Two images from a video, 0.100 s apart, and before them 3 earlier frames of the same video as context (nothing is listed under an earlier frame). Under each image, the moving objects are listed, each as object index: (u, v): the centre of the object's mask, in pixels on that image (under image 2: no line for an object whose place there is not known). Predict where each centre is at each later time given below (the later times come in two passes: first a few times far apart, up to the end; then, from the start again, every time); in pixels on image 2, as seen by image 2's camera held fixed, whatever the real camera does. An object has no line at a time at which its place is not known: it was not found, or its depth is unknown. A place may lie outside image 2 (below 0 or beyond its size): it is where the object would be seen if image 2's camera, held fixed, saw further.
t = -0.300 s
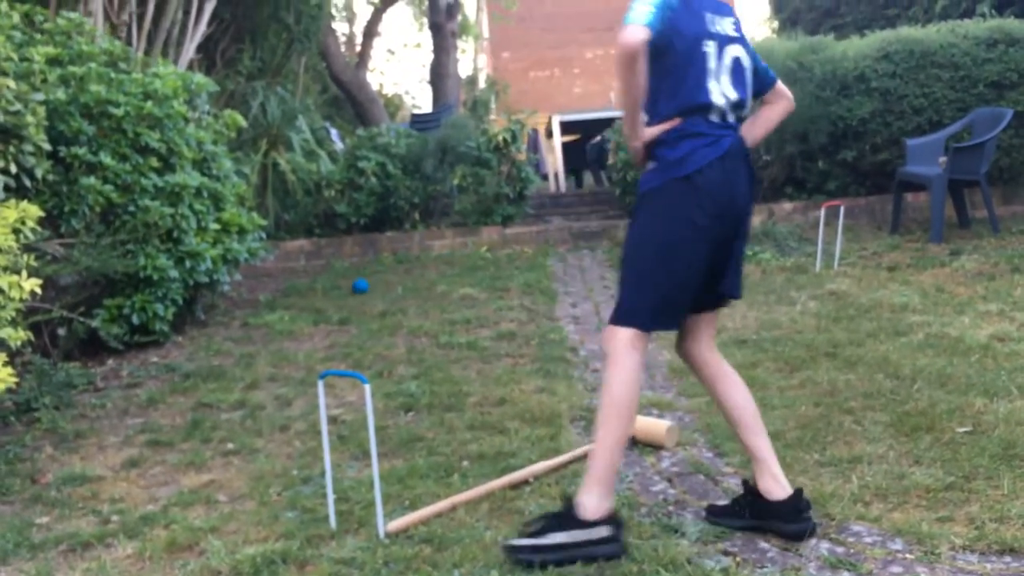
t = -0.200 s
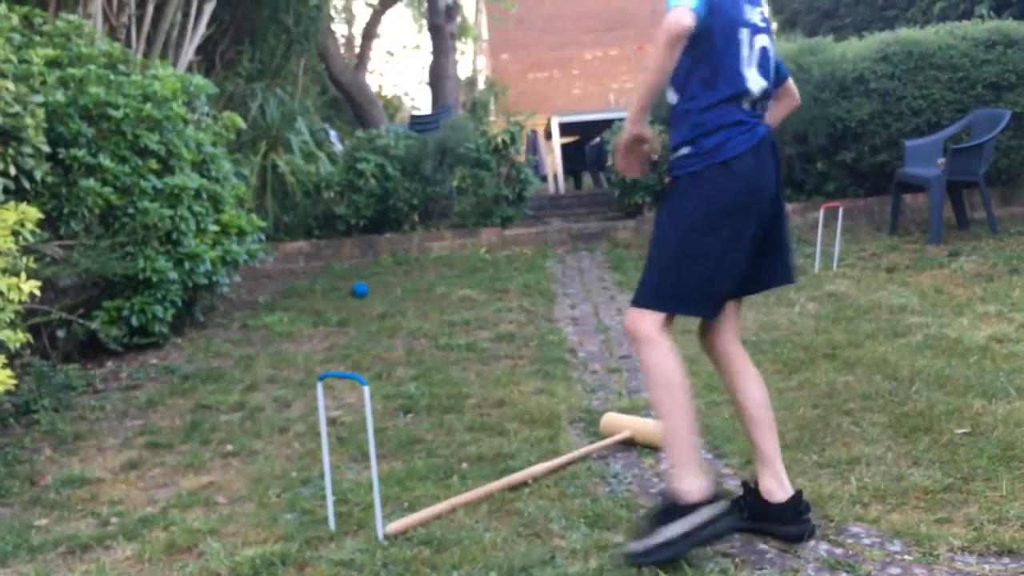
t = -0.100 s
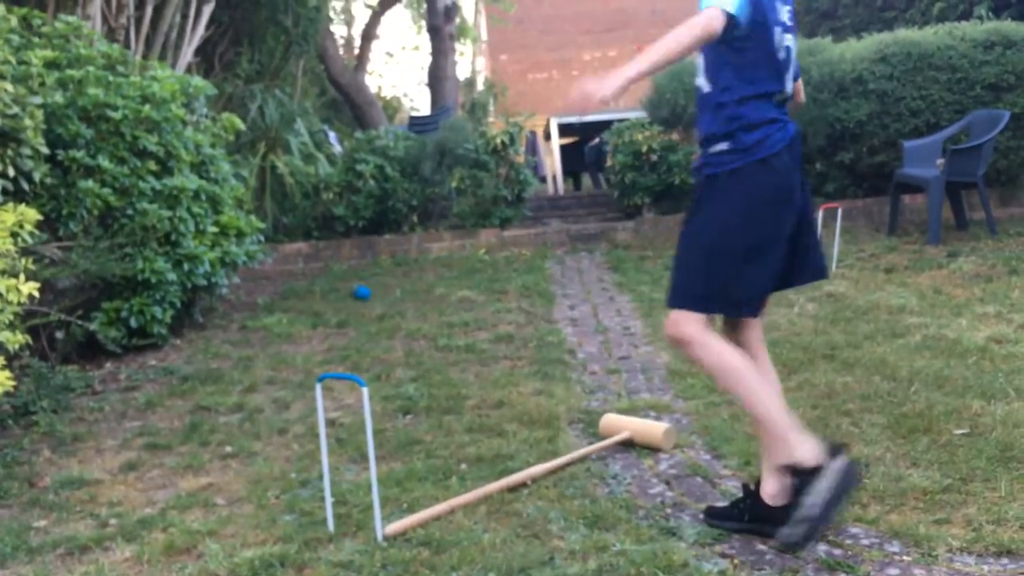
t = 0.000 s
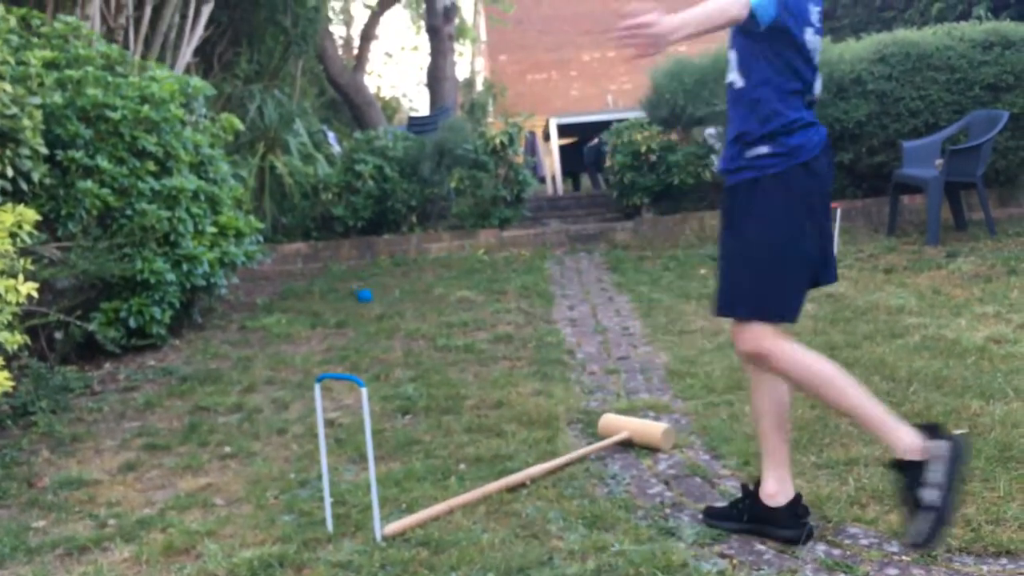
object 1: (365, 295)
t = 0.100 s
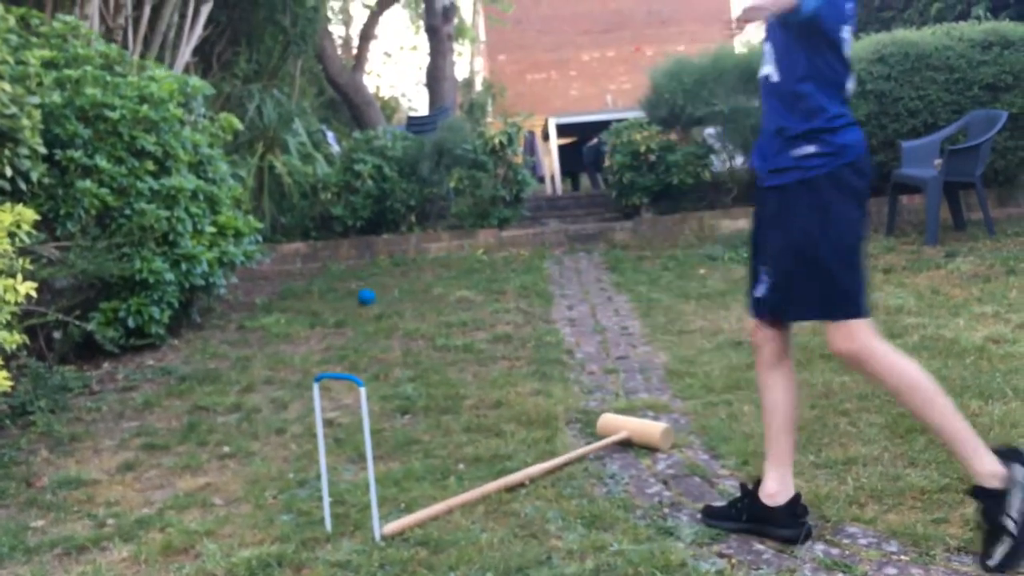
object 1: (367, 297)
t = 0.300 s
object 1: (372, 302)
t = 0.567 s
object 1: (377, 312)
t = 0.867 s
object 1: (371, 326)
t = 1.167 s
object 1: (368, 345)
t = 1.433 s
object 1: (370, 367)
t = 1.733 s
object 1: (375, 396)
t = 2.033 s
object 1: (355, 432)
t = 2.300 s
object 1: (354, 480)
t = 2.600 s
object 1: (313, 547)
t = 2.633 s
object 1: (303, 553)
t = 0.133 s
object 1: (368, 298)
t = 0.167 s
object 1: (369, 299)
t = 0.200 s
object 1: (370, 299)
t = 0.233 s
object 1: (371, 299)
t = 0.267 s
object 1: (372, 300)
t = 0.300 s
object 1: (372, 302)
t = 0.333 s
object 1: (372, 303)
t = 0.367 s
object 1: (373, 304)
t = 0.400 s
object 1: (375, 307)
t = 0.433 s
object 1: (376, 309)
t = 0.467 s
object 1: (376, 309)
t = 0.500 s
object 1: (376, 310)
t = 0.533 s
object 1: (377, 310)
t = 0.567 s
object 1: (377, 312)
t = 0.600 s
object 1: (377, 314)
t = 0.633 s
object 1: (377, 315)
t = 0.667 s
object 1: (377, 316)
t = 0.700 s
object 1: (376, 316)
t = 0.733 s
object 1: (375, 317)
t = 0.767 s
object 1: (374, 321)
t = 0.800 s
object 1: (373, 322)
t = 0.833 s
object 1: (372, 323)
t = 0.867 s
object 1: (371, 326)
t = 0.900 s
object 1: (370, 329)
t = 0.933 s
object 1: (370, 330)
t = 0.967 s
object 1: (370, 333)
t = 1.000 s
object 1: (370, 335)
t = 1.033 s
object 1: (370, 337)
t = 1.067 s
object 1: (369, 340)
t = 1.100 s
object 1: (369, 342)
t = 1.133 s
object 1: (368, 344)
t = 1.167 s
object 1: (368, 345)
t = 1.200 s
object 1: (367, 347)
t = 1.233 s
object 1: (367, 352)
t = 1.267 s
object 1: (367, 357)
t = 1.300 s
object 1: (368, 360)
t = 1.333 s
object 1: (369, 361)
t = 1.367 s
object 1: (369, 363)
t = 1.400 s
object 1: (369, 365)
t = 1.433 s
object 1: (370, 367)
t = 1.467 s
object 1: (369, 370)
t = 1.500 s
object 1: (369, 372)
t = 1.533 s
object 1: (370, 374)
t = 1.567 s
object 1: (372, 379)
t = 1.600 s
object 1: (372, 382)
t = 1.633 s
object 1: (373, 383)
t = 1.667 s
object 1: (374, 387)
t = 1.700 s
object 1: (375, 392)
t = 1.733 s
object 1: (375, 396)
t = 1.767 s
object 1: (372, 401)
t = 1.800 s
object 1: (371, 405)
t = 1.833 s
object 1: (369, 408)
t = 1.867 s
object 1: (368, 412)
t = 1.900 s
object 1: (362, 415)
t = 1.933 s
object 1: (362, 419)
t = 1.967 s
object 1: (361, 423)
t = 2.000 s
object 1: (359, 429)
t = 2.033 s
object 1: (355, 432)
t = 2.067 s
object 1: (354, 436)
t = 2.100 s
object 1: (354, 446)
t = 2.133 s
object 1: (354, 454)
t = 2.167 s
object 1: (354, 459)
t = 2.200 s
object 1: (354, 465)
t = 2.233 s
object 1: (354, 467)
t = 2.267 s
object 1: (354, 473)
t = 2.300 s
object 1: (354, 480)
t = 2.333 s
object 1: (354, 483)
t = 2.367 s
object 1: (355, 489)
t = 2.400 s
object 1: (355, 499)
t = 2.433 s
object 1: (356, 512)
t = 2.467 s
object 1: (356, 518)
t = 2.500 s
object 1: (350, 522)
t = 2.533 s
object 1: (337, 531)
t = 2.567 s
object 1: (324, 540)
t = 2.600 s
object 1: (313, 547)
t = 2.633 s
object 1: (303, 553)
